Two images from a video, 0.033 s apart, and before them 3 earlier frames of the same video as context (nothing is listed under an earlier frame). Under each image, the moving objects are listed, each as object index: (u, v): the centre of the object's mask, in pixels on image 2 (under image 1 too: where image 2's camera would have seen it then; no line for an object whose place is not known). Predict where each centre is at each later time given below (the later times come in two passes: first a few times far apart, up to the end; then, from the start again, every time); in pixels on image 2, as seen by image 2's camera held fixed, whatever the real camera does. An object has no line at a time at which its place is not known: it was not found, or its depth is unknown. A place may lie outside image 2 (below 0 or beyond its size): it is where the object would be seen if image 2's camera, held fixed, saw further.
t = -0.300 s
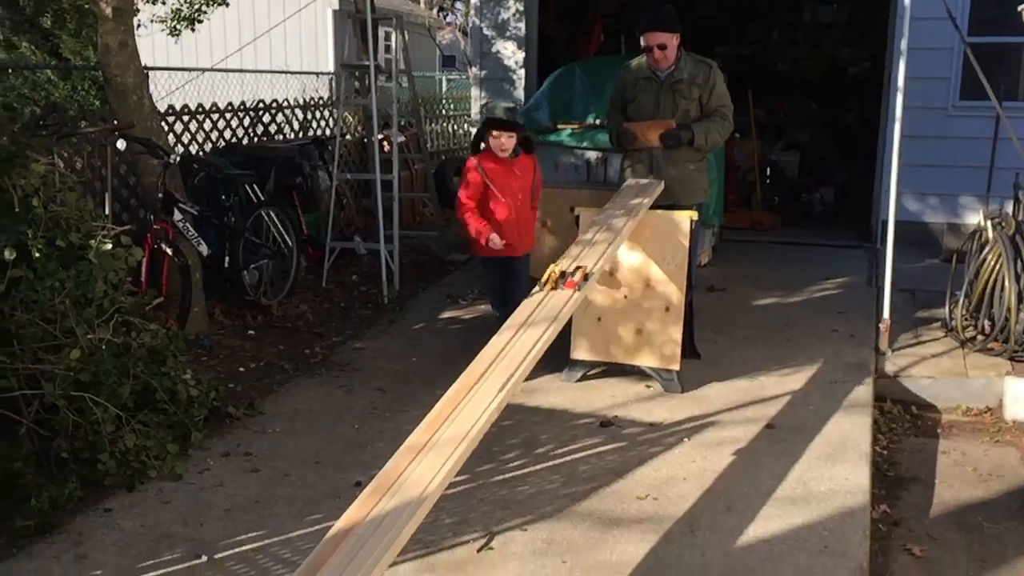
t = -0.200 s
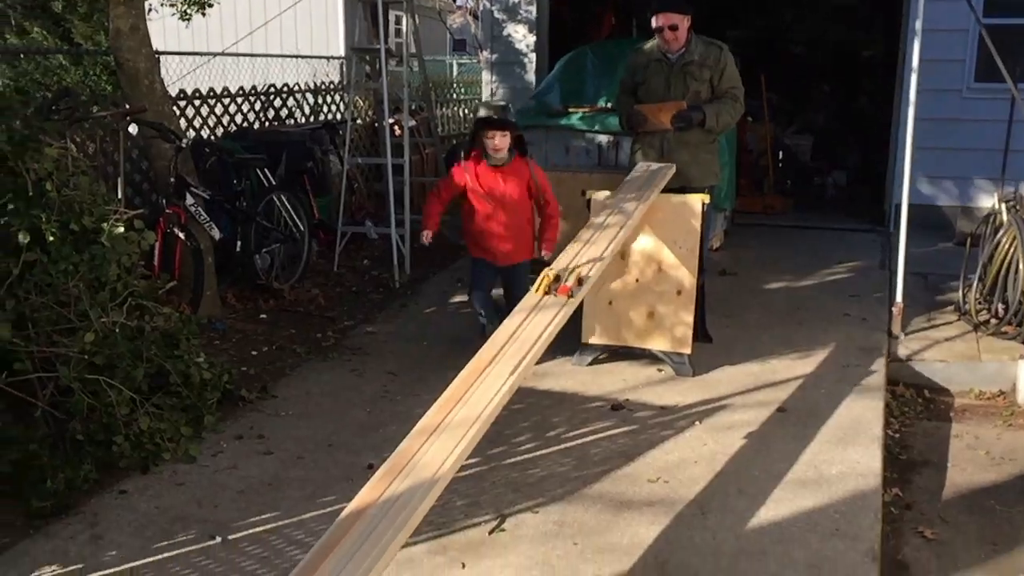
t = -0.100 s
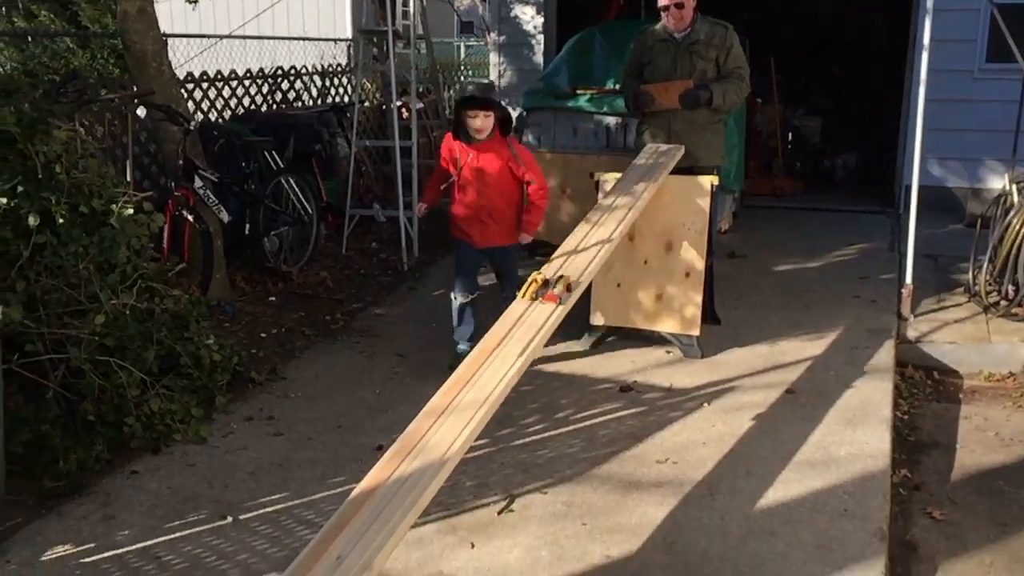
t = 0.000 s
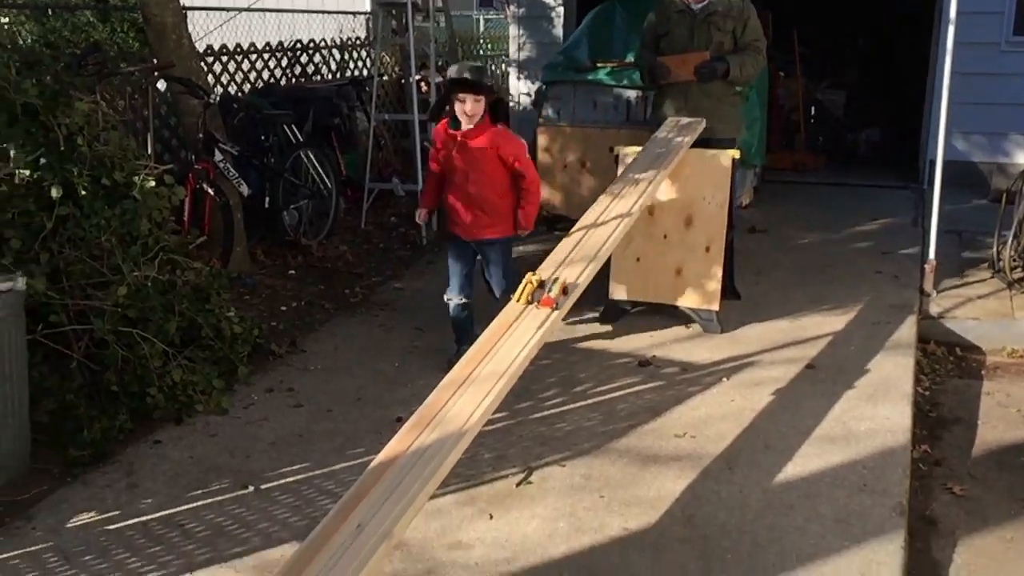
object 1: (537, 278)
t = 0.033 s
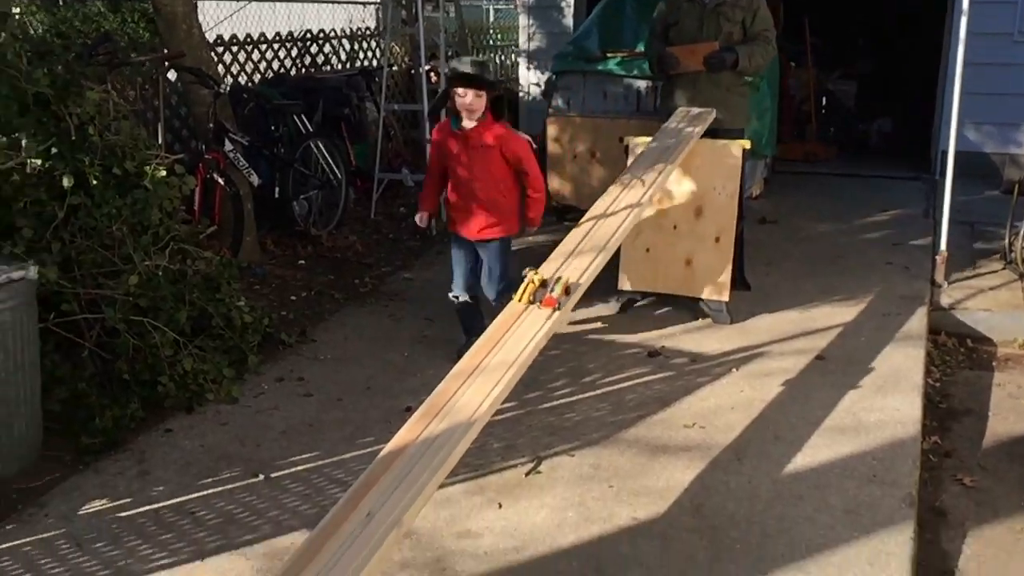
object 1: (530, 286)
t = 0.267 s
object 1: (497, 332)
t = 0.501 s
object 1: (477, 358)
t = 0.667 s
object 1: (469, 368)
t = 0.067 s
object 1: (524, 293)
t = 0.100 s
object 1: (519, 303)
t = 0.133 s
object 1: (514, 309)
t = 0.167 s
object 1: (509, 316)
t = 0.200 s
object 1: (505, 321)
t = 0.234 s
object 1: (501, 327)
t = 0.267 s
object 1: (497, 332)
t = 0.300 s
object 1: (494, 336)
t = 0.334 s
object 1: (491, 340)
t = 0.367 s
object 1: (487, 346)
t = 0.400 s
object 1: (483, 350)
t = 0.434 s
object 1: (480, 354)
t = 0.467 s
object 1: (479, 356)
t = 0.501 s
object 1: (477, 358)
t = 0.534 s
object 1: (475, 360)
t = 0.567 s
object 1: (474, 362)
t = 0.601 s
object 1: (473, 364)
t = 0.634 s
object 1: (471, 366)
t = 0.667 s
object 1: (469, 368)
